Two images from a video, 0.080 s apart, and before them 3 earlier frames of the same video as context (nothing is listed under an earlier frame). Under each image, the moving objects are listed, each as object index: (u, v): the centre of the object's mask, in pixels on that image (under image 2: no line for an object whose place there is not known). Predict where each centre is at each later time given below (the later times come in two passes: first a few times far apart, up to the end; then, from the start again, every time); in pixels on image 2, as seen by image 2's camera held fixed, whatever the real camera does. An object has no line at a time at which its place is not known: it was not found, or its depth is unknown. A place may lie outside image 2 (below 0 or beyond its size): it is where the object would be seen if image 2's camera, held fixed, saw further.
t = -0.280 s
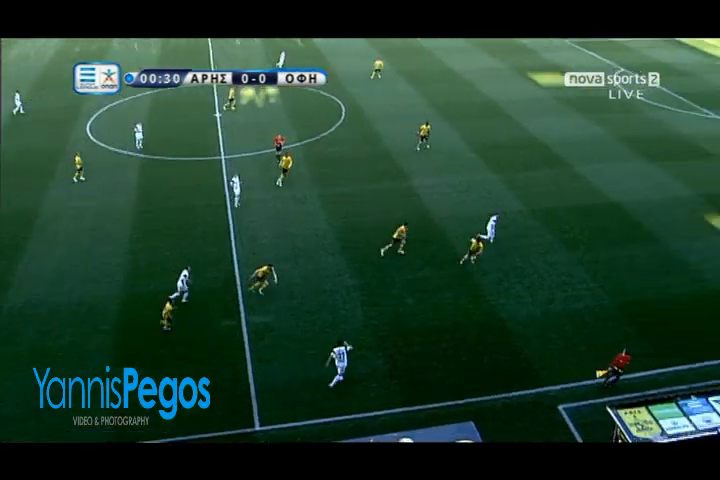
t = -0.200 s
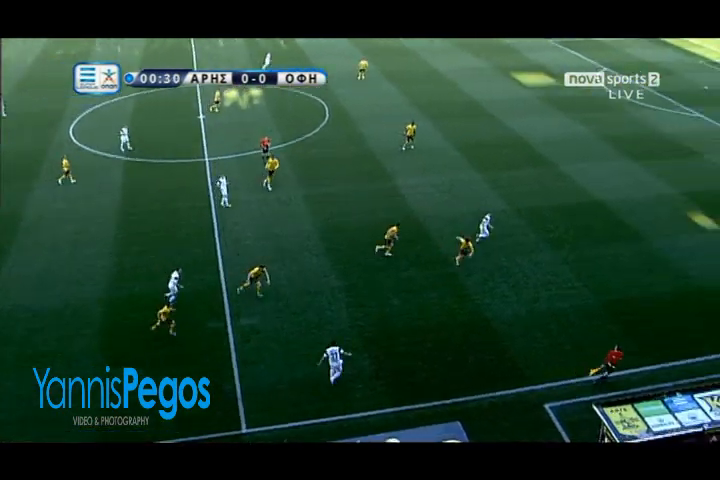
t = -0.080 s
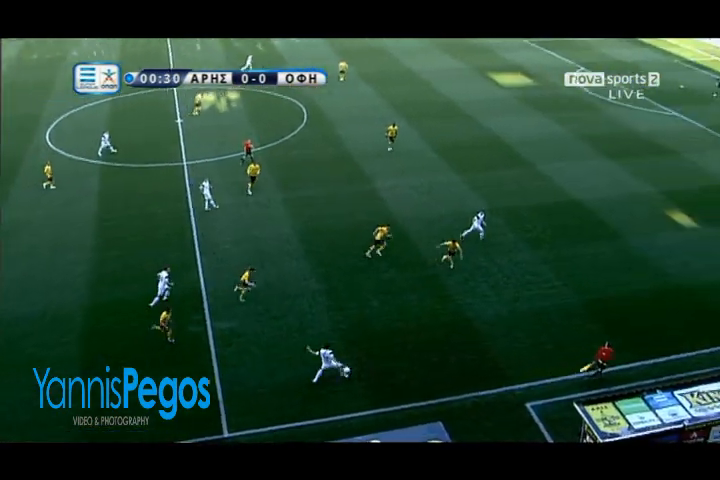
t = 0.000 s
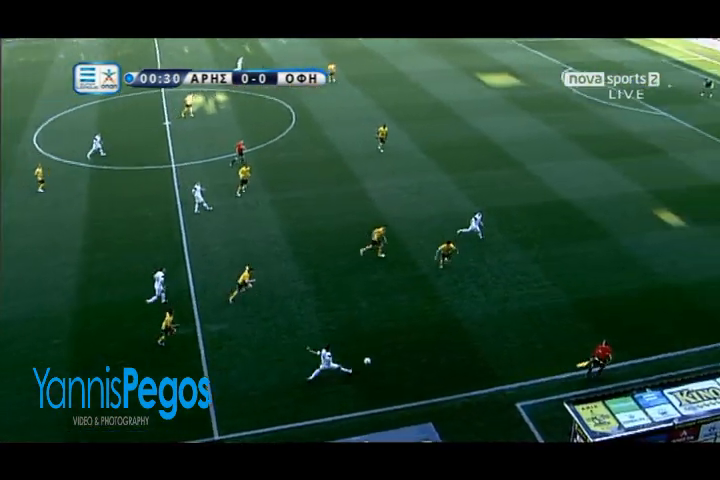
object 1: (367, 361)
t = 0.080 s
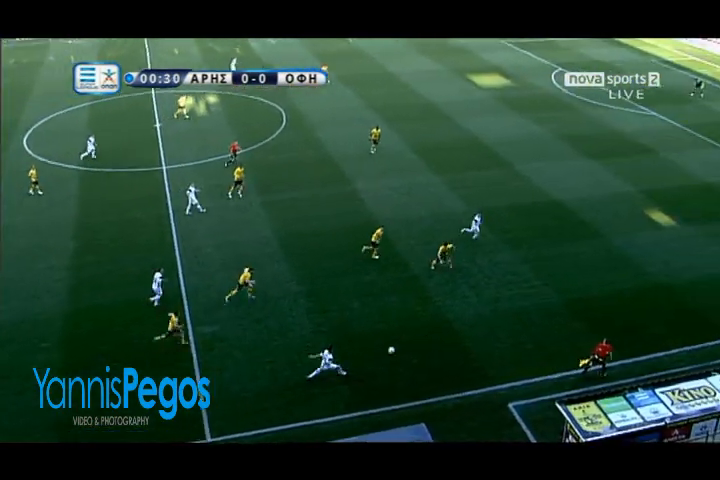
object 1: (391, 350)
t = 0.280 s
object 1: (463, 328)
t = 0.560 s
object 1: (545, 304)
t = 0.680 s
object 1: (576, 296)
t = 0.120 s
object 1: (406, 345)
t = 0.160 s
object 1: (421, 340)
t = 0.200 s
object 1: (436, 336)
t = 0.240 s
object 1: (451, 333)
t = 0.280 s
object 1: (463, 328)
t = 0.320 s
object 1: (477, 323)
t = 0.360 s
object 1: (489, 319)
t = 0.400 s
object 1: (501, 316)
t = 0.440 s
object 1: (513, 313)
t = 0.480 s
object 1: (524, 311)
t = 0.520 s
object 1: (535, 308)
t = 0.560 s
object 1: (545, 304)
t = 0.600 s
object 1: (555, 301)
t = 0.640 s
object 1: (566, 298)
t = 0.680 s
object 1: (576, 296)
